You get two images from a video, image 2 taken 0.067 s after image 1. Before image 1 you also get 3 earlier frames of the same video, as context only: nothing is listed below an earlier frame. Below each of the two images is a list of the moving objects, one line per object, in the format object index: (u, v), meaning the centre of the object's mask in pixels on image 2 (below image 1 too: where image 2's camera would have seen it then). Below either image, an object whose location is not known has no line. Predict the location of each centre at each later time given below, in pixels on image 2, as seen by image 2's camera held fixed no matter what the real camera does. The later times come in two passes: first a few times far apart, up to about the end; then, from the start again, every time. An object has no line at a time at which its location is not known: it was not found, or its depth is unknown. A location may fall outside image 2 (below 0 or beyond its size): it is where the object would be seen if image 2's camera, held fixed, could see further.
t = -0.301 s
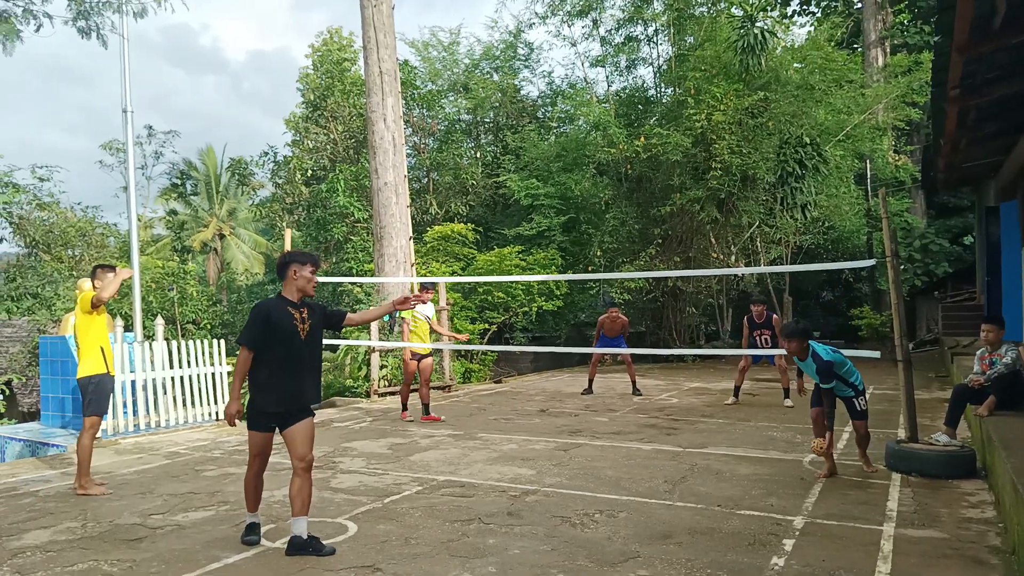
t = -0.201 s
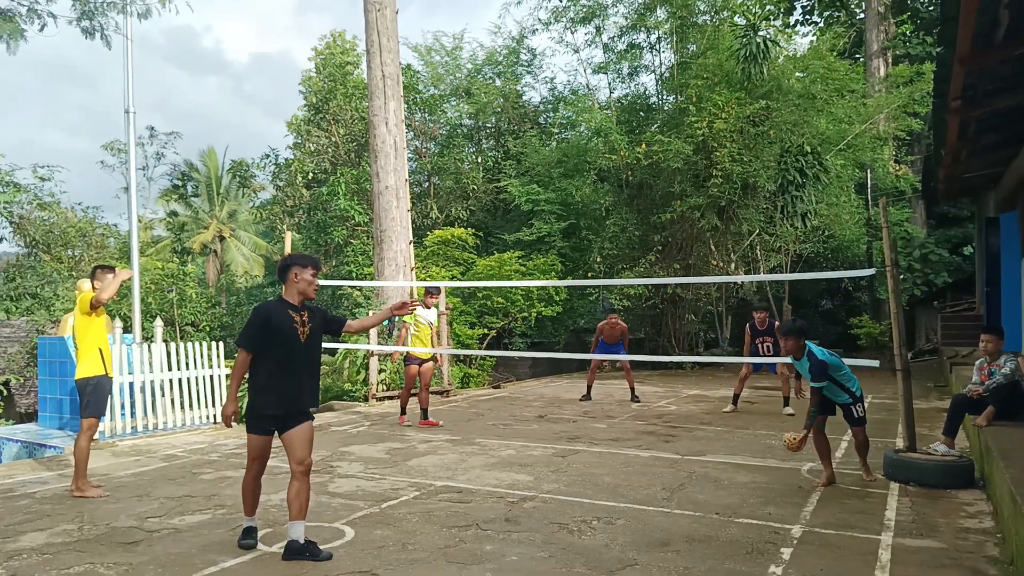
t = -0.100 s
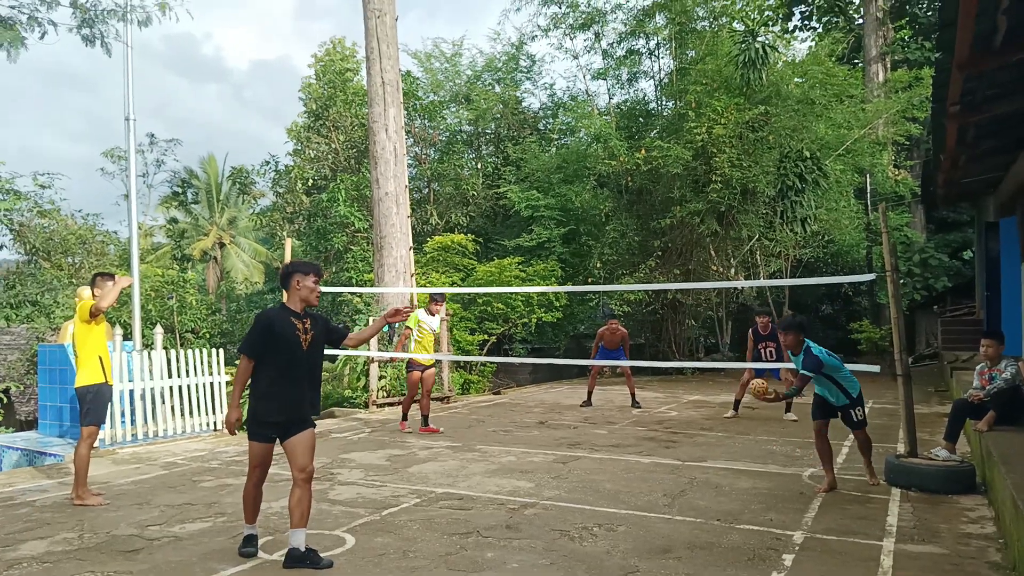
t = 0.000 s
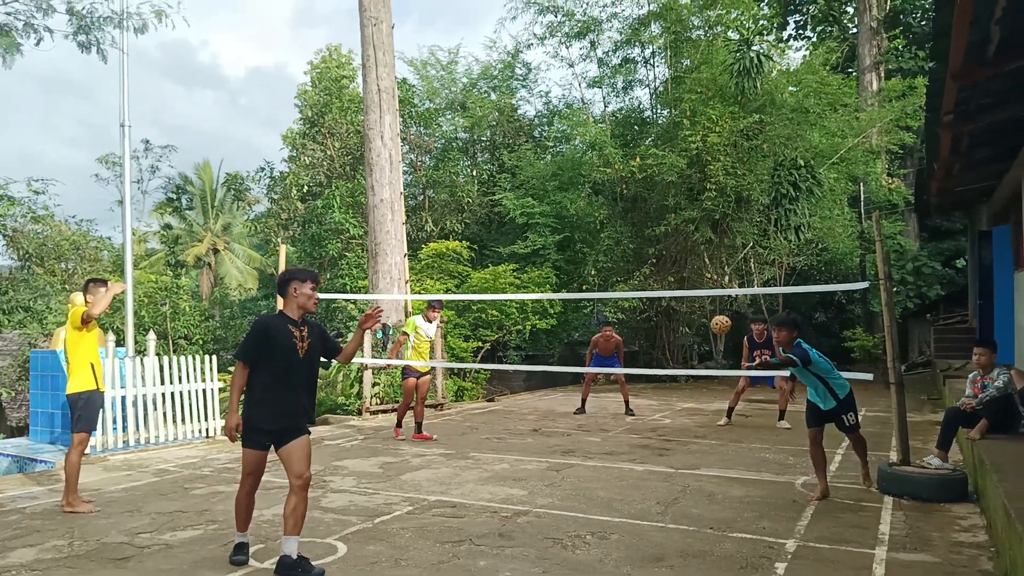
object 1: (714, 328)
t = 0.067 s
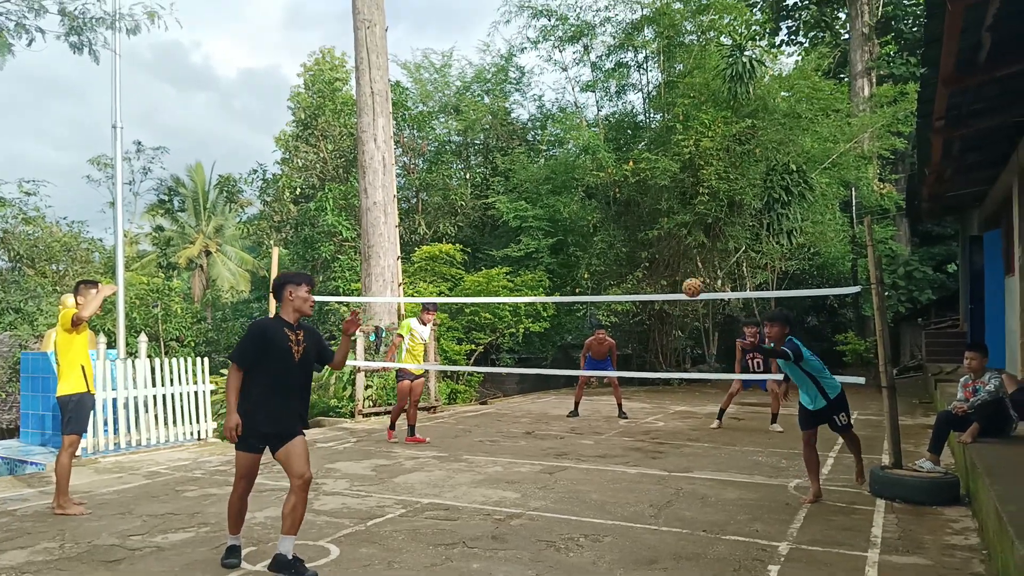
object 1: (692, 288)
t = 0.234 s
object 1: (637, 210)
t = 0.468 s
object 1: (551, 163)
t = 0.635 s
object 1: (482, 181)
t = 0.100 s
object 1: (681, 269)
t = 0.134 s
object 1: (671, 253)
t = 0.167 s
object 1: (660, 237)
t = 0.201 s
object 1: (649, 223)
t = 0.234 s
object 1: (637, 210)
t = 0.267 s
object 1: (625, 198)
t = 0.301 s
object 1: (614, 189)
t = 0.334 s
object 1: (602, 180)
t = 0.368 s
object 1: (590, 173)
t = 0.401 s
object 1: (577, 168)
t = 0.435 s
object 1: (564, 164)
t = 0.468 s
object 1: (551, 163)
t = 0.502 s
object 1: (538, 163)
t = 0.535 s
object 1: (525, 164)
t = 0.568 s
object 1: (511, 168)
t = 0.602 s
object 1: (497, 174)
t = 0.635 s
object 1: (482, 181)
